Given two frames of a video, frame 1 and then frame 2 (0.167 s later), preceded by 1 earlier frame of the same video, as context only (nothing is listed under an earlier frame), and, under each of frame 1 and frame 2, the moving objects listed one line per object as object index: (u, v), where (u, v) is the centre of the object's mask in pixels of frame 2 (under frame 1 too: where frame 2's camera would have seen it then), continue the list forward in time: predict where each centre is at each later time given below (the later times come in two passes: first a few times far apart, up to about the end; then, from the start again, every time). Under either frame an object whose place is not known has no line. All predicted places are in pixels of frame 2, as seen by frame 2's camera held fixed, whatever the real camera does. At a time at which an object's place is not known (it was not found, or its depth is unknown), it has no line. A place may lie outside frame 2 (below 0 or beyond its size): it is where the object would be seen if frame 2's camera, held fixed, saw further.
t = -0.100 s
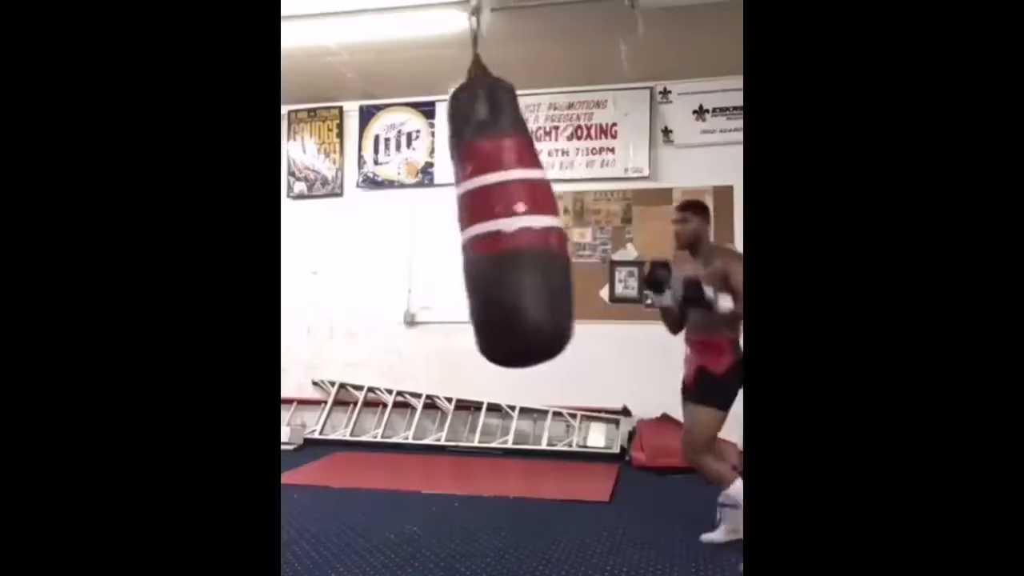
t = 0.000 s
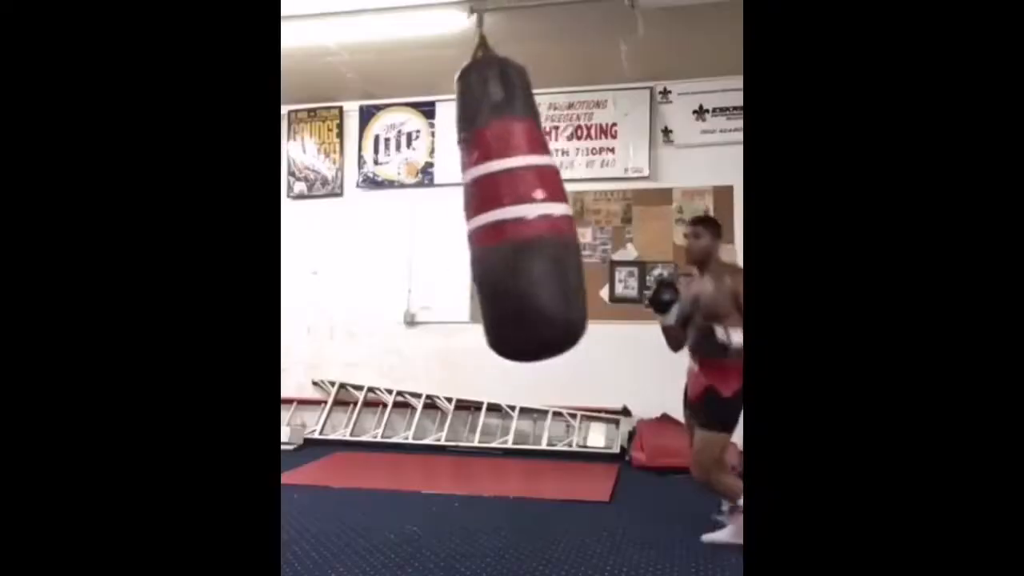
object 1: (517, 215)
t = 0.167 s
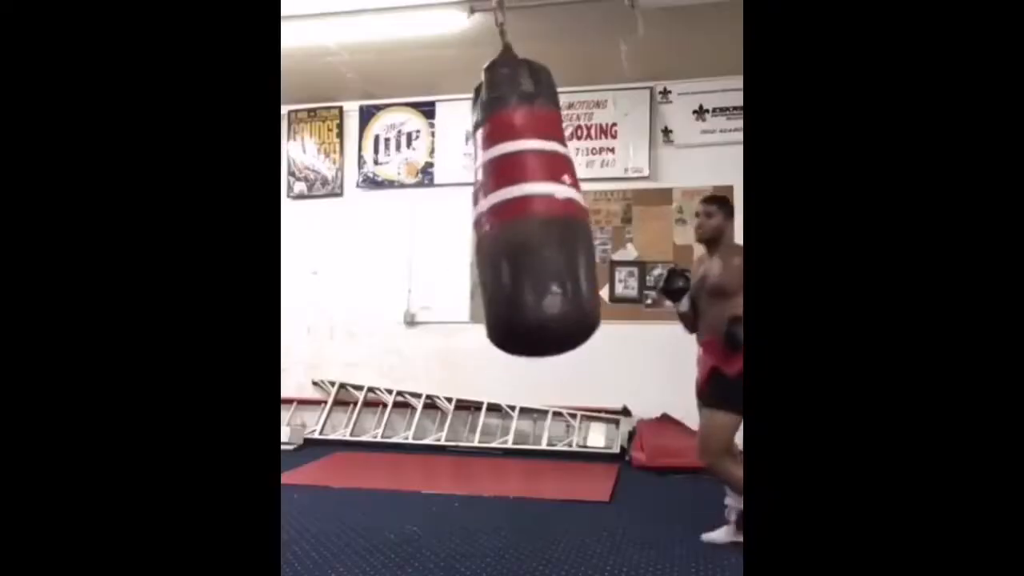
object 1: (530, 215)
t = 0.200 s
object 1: (530, 214)
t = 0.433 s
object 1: (517, 205)
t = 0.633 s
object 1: (495, 205)
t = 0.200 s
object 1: (530, 214)
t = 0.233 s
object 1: (529, 212)
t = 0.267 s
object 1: (528, 211)
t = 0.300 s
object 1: (527, 209)
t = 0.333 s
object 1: (525, 209)
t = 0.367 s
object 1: (523, 208)
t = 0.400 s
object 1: (521, 207)
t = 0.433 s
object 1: (517, 205)
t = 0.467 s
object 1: (514, 202)
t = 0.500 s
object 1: (510, 200)
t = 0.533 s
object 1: (507, 199)
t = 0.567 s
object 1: (503, 199)
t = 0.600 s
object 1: (499, 201)
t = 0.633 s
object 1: (495, 205)
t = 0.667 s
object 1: (490, 211)
